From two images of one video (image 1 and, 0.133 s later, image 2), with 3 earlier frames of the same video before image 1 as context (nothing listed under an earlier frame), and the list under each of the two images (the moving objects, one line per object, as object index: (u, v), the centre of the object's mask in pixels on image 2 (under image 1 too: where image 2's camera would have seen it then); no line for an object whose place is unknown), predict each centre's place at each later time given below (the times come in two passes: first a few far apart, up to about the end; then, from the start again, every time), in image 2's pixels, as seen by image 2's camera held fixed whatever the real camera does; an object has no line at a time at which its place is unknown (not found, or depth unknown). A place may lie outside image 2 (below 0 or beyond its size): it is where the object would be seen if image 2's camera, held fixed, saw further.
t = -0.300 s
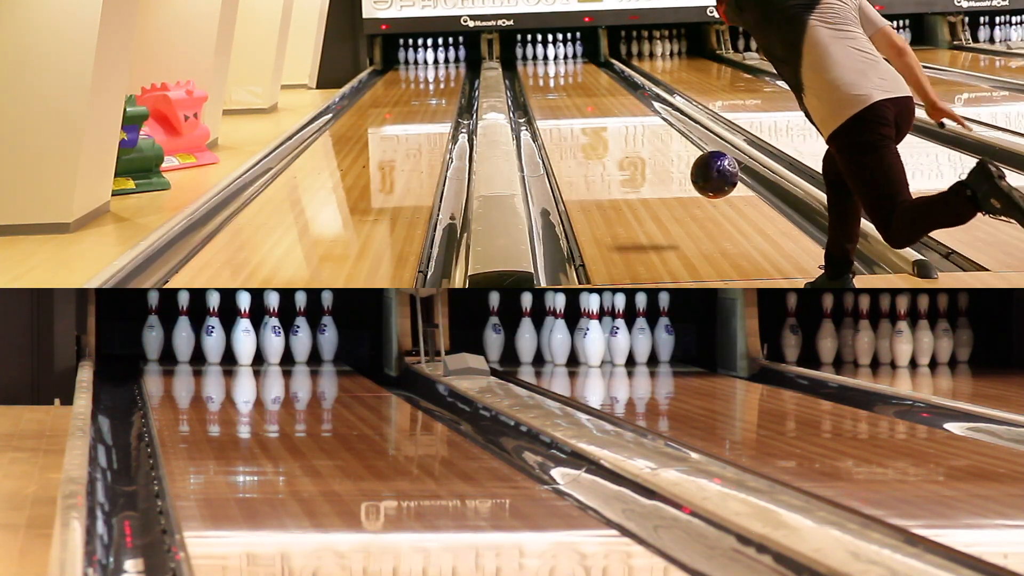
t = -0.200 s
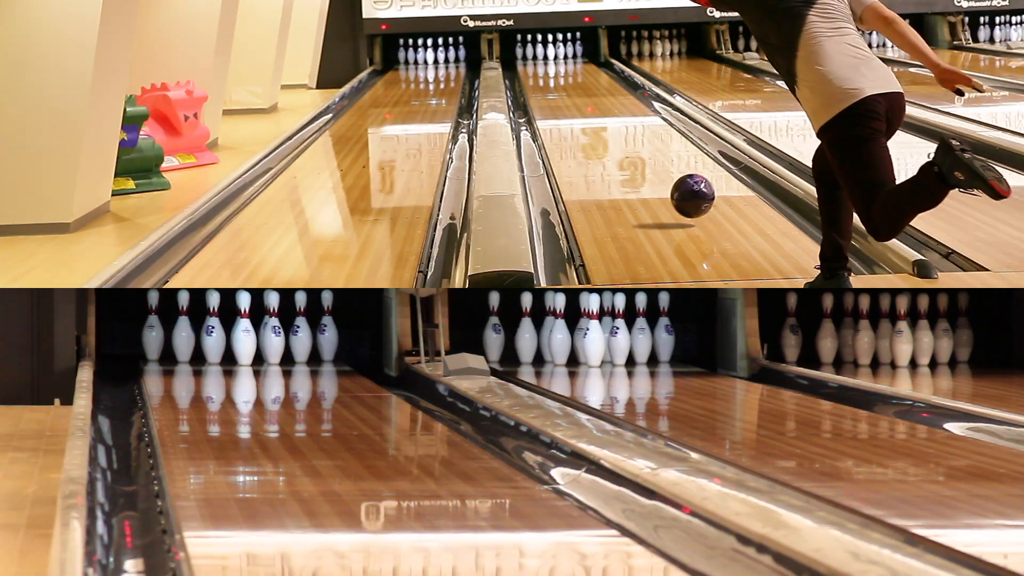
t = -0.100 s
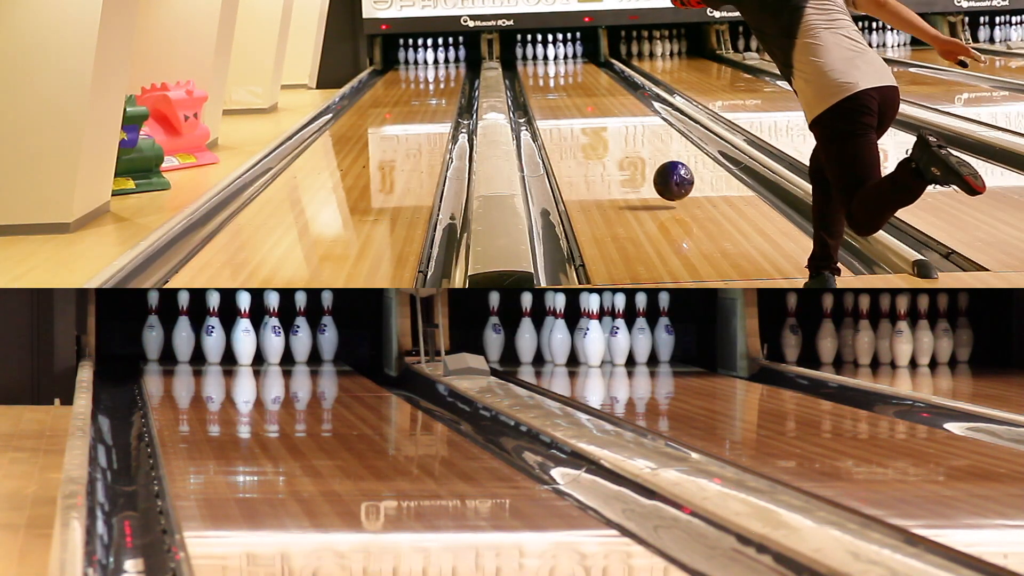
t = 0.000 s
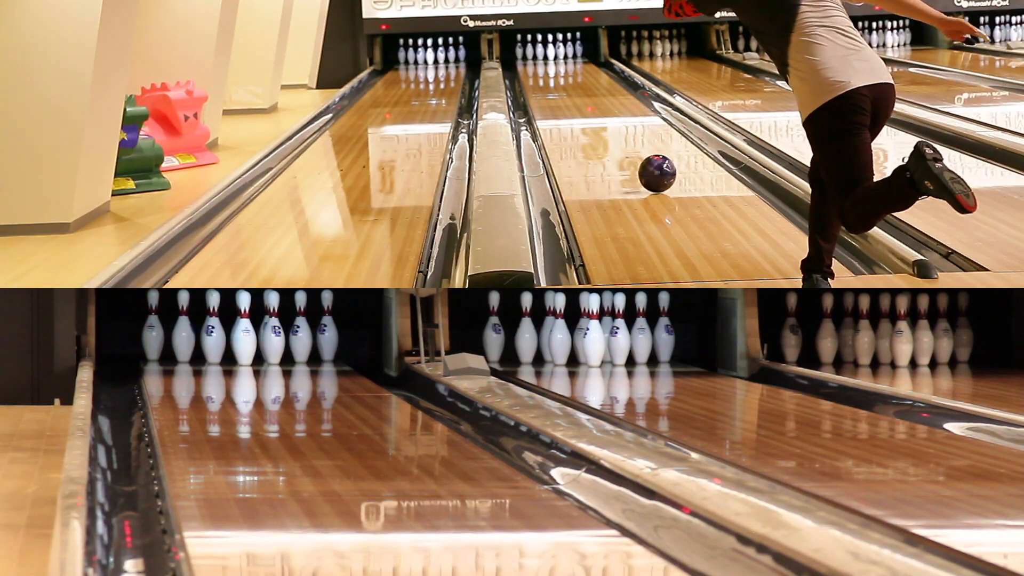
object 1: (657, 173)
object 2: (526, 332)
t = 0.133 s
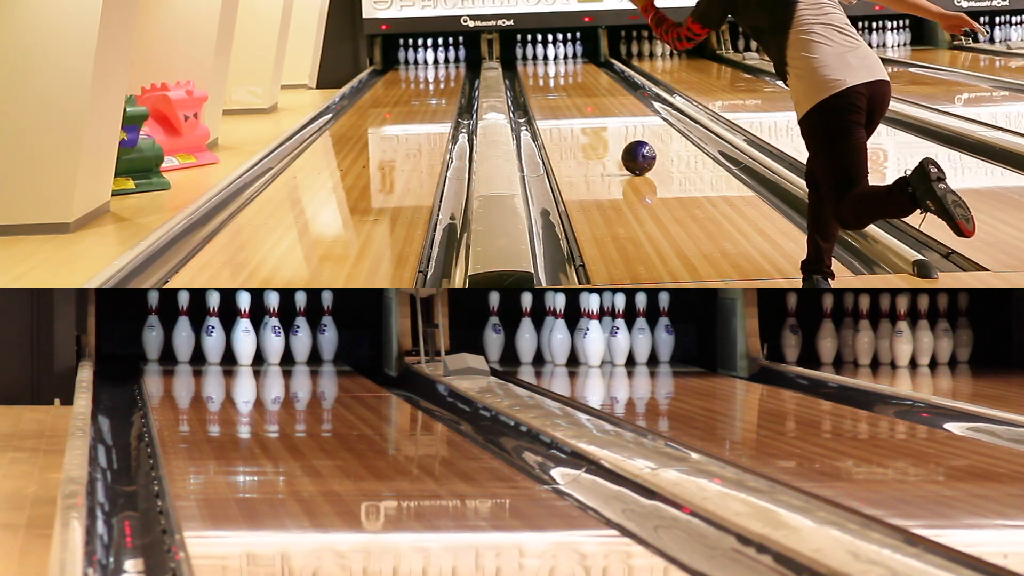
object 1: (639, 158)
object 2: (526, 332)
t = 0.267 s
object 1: (623, 144)
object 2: (526, 332)
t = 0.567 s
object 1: (596, 120)
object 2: (526, 332)
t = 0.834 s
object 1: (579, 104)
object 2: (526, 332)
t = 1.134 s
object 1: (565, 90)
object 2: (526, 332)
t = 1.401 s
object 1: (555, 80)
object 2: (526, 332)
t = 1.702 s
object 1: (547, 70)
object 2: (526, 332)
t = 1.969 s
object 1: (543, 64)
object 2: (526, 332)
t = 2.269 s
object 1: (544, 58)
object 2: (526, 331)
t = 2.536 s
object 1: (546, 53)
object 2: (526, 331)
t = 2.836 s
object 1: (553, 51)
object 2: (478, 329)
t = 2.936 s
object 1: (552, 53)
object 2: (471, 347)
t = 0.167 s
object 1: (634, 154)
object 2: (526, 332)
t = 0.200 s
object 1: (630, 151)
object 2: (526, 332)
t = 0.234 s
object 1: (627, 147)
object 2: (526, 332)
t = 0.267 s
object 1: (623, 144)
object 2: (526, 332)
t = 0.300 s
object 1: (620, 141)
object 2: (526, 332)
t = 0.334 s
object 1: (616, 138)
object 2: (526, 332)
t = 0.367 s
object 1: (613, 135)
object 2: (526, 332)
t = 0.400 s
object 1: (610, 132)
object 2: (526, 332)
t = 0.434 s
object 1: (607, 130)
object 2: (526, 332)
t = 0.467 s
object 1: (604, 127)
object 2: (526, 332)
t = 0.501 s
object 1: (601, 125)
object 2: (526, 332)
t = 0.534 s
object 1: (599, 122)
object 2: (526, 332)
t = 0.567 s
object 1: (596, 120)
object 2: (526, 332)
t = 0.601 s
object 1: (594, 117)
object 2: (526, 332)
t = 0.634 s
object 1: (592, 115)
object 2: (526, 332)
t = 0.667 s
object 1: (589, 113)
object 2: (526, 332)
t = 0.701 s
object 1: (587, 111)
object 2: (526, 332)
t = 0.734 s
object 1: (585, 109)
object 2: (526, 332)
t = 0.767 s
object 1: (583, 107)
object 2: (526, 332)
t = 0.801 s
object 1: (581, 105)
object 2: (526, 332)
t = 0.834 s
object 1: (579, 104)
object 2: (526, 332)
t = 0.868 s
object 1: (577, 102)
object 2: (526, 332)
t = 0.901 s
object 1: (575, 101)
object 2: (526, 332)
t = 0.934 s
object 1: (574, 99)
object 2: (526, 331)
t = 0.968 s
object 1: (572, 97)
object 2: (526, 331)
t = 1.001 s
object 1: (571, 96)
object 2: (526, 332)
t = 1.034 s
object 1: (569, 94)
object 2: (526, 332)
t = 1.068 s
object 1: (568, 92)
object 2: (526, 331)
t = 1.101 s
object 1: (566, 91)
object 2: (526, 332)
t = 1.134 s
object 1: (565, 90)
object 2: (526, 332)
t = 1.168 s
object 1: (563, 88)
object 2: (526, 332)
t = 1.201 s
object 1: (562, 87)
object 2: (526, 332)
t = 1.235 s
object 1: (561, 85)
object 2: (526, 332)
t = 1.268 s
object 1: (559, 84)
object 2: (526, 332)
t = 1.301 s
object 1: (558, 83)
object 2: (526, 332)
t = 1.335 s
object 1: (557, 82)
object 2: (526, 332)
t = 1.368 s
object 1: (556, 81)
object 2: (526, 332)
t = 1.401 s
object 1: (555, 80)
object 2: (526, 332)
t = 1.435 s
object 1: (554, 79)
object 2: (526, 331)
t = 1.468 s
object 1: (553, 77)
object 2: (526, 332)
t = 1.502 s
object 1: (552, 76)
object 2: (526, 332)
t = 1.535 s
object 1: (551, 75)
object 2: (526, 332)
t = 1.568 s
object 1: (550, 74)
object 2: (526, 332)
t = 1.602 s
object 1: (549, 73)
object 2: (526, 332)
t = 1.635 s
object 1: (548, 72)
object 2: (526, 332)
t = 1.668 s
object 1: (547, 71)
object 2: (526, 332)
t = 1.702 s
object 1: (547, 70)
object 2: (526, 332)
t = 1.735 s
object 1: (546, 69)
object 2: (526, 332)
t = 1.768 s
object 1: (546, 68)
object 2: (526, 332)
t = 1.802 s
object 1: (546, 68)
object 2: (526, 332)
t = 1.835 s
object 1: (544, 67)
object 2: (526, 331)
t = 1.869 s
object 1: (544, 66)
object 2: (526, 332)
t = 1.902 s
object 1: (543, 65)
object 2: (526, 332)
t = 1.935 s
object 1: (543, 64)
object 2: (526, 332)
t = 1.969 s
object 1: (543, 64)
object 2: (526, 332)
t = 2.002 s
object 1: (543, 63)
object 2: (526, 332)
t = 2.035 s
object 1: (542, 62)
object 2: (526, 332)
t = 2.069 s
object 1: (543, 62)
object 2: (526, 332)
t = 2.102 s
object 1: (543, 61)
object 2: (526, 332)
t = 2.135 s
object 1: (543, 60)
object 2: (526, 332)
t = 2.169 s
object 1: (543, 59)
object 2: (526, 332)
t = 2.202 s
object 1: (543, 59)
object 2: (526, 331)
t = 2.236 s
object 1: (543, 58)
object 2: (526, 331)
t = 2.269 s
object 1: (544, 58)
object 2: (526, 331)
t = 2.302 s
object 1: (544, 57)
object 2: (526, 332)
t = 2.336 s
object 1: (544, 56)
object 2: (526, 332)
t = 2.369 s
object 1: (545, 56)
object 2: (526, 332)
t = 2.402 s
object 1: (546, 55)
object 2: (526, 332)
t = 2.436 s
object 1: (546, 54)
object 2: (526, 332)
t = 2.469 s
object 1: (547, 54)
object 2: (526, 332)
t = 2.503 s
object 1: (547, 54)
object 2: (526, 332)
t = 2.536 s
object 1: (546, 53)
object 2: (526, 331)
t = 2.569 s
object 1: (547, 53)
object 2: (524, 328)
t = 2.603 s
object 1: (548, 53)
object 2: (517, 330)
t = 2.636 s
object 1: (549, 52)
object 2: (510, 331)
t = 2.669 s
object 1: (550, 52)
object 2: (503, 326)
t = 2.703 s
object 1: (551, 51)
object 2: (498, 322)
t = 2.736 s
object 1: (550, 51)
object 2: (493, 320)
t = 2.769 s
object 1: (552, 52)
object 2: (488, 320)
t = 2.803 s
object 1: (553, 51)
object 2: (483, 323)
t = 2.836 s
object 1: (553, 51)
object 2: (478, 329)
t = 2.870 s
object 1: (552, 51)
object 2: (473, 336)
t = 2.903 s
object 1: (552, 51)
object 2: (470, 346)
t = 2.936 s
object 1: (552, 53)
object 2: (471, 347)
